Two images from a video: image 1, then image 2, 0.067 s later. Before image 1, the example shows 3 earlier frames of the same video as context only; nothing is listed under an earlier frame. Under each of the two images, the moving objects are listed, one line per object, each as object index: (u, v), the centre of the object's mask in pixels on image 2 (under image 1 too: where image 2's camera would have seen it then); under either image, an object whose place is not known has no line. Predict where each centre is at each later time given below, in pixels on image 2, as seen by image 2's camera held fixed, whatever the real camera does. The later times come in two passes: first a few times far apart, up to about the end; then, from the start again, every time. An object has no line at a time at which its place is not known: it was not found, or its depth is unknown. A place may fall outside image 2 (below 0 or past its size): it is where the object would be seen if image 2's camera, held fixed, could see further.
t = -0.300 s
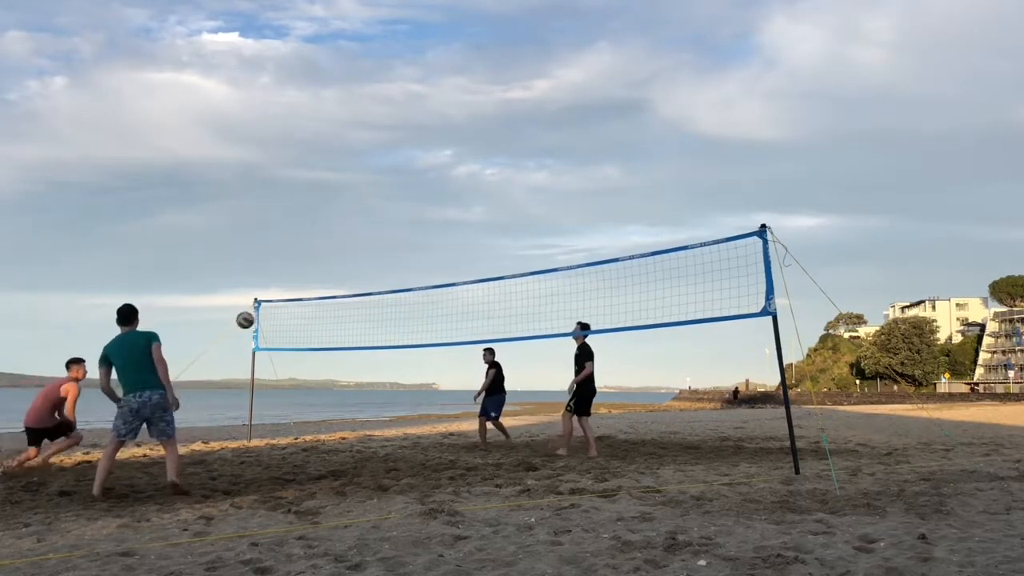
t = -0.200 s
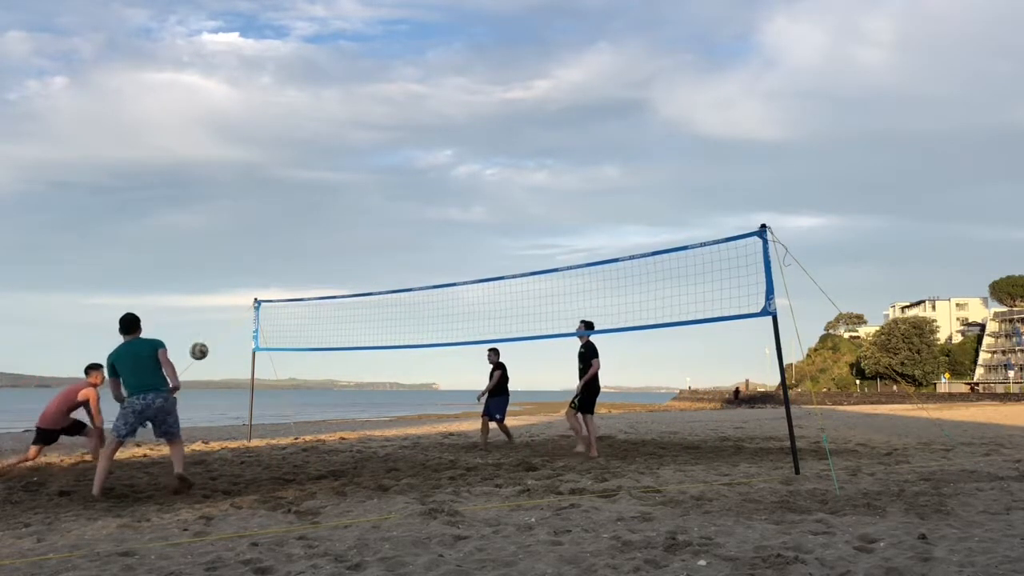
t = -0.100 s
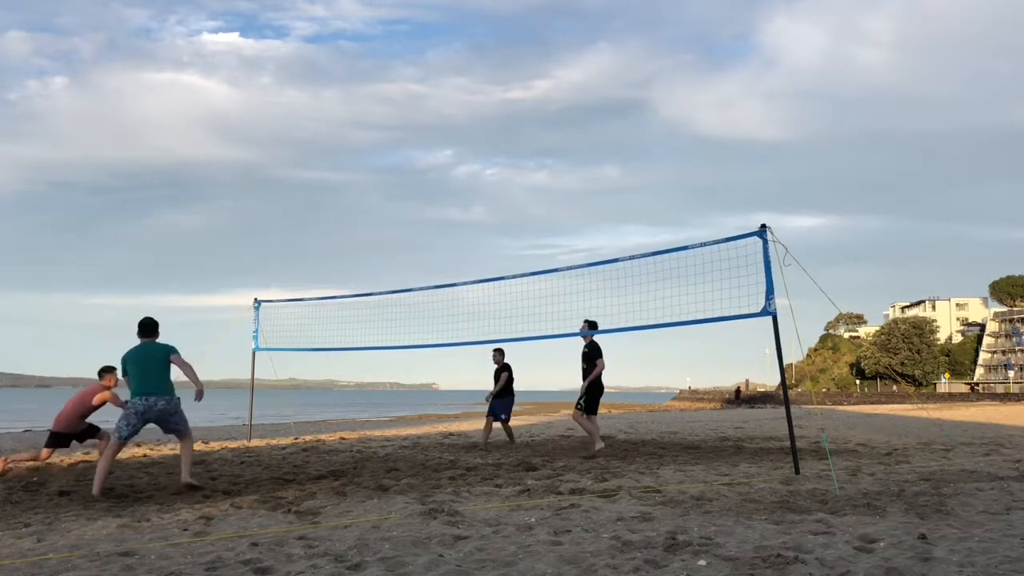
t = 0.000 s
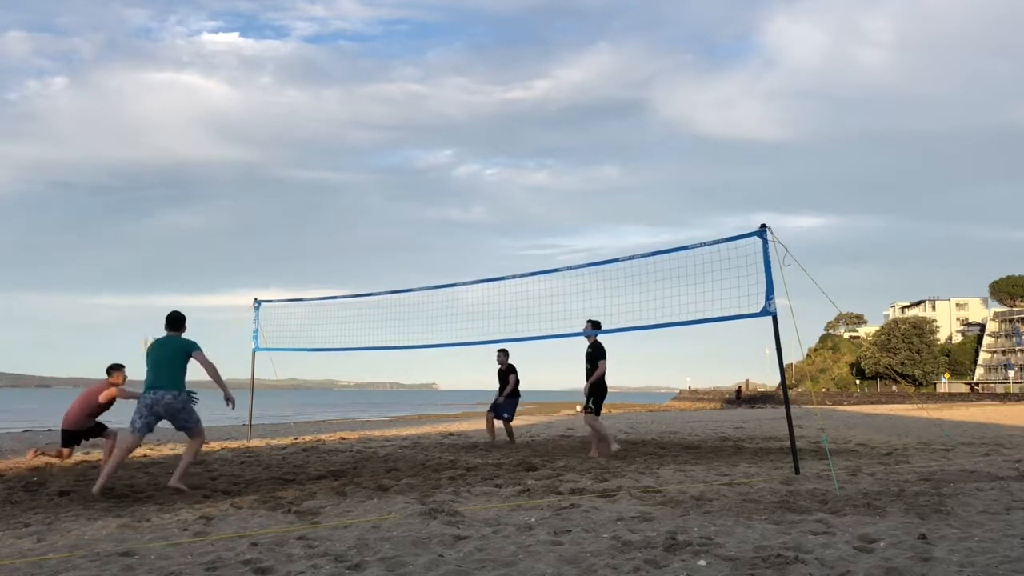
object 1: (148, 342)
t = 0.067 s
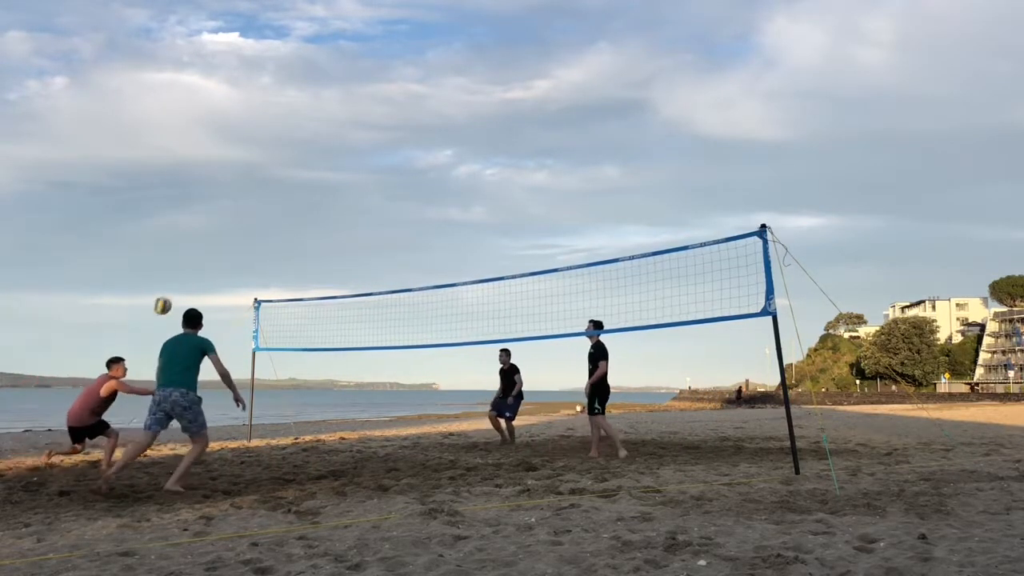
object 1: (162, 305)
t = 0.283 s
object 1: (187, 202)
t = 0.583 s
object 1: (211, 126)
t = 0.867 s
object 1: (230, 119)
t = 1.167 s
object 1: (246, 177)
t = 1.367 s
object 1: (255, 252)
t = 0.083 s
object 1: (164, 296)
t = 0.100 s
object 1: (166, 287)
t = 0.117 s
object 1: (168, 278)
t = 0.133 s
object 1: (170, 269)
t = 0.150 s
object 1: (172, 260)
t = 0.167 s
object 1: (174, 252)
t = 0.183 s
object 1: (176, 244)
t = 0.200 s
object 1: (178, 236)
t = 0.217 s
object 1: (179, 229)
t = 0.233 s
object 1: (181, 222)
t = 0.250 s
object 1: (183, 215)
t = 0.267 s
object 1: (185, 209)
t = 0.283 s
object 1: (187, 202)
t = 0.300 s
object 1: (188, 196)
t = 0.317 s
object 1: (190, 190)
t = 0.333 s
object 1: (191, 184)
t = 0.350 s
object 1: (193, 178)
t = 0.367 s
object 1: (194, 173)
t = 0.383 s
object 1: (196, 168)
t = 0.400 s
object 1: (197, 163)
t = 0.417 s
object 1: (198, 159)
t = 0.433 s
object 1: (200, 155)
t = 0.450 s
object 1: (201, 151)
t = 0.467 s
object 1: (203, 147)
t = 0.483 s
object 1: (204, 143)
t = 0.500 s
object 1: (205, 140)
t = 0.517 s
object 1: (207, 136)
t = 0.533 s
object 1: (208, 134)
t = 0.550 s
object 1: (209, 131)
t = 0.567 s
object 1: (210, 128)
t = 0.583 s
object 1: (211, 126)
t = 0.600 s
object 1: (213, 124)
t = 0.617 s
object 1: (214, 122)
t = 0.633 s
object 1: (215, 120)
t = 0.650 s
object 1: (216, 119)
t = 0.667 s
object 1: (217, 118)
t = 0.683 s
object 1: (218, 117)
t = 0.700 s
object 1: (220, 116)
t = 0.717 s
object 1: (220, 115)
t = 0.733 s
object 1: (222, 115)
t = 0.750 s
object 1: (223, 114)
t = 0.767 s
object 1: (224, 114)
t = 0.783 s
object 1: (225, 115)
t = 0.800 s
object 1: (226, 115)
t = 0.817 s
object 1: (227, 116)
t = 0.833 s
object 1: (228, 117)
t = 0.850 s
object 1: (228, 118)
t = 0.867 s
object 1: (230, 119)
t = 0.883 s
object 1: (231, 121)
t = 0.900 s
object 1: (232, 122)
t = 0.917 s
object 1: (233, 124)
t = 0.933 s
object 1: (234, 126)
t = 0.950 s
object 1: (235, 129)
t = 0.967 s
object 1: (235, 131)
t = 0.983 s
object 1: (236, 134)
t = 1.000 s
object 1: (237, 137)
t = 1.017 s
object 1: (238, 140)
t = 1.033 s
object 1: (239, 143)
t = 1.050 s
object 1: (240, 147)
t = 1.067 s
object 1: (241, 151)
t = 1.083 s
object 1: (242, 155)
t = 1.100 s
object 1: (242, 159)
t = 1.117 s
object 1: (243, 163)
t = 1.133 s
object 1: (244, 167)
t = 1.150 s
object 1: (245, 172)
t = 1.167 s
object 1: (246, 177)
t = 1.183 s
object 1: (246, 182)
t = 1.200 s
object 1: (247, 187)
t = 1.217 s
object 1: (248, 193)
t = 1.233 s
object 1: (249, 199)
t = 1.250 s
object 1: (250, 205)
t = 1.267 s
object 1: (250, 211)
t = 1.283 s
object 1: (251, 218)
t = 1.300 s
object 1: (252, 224)
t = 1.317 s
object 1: (253, 231)
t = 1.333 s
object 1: (254, 238)
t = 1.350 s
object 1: (255, 245)
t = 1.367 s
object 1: (255, 252)
